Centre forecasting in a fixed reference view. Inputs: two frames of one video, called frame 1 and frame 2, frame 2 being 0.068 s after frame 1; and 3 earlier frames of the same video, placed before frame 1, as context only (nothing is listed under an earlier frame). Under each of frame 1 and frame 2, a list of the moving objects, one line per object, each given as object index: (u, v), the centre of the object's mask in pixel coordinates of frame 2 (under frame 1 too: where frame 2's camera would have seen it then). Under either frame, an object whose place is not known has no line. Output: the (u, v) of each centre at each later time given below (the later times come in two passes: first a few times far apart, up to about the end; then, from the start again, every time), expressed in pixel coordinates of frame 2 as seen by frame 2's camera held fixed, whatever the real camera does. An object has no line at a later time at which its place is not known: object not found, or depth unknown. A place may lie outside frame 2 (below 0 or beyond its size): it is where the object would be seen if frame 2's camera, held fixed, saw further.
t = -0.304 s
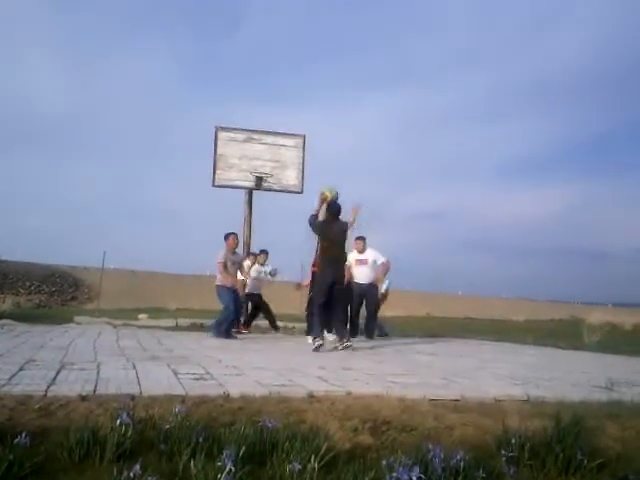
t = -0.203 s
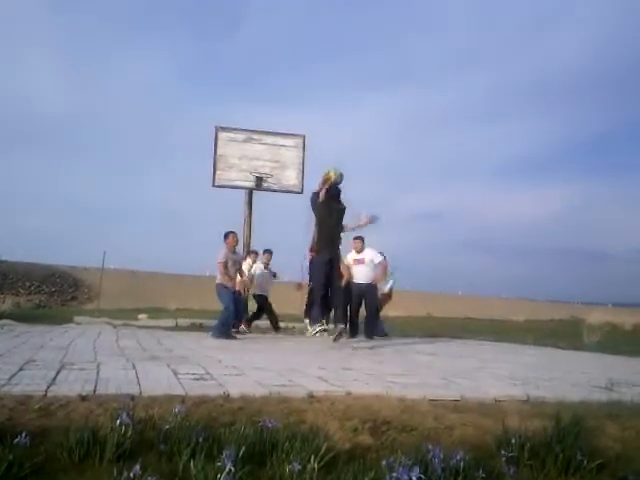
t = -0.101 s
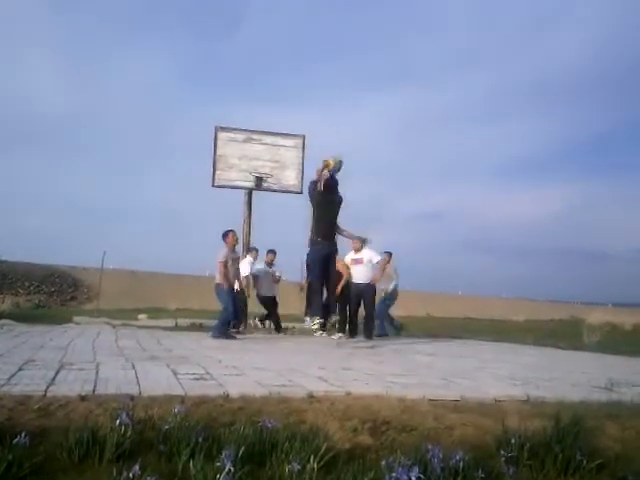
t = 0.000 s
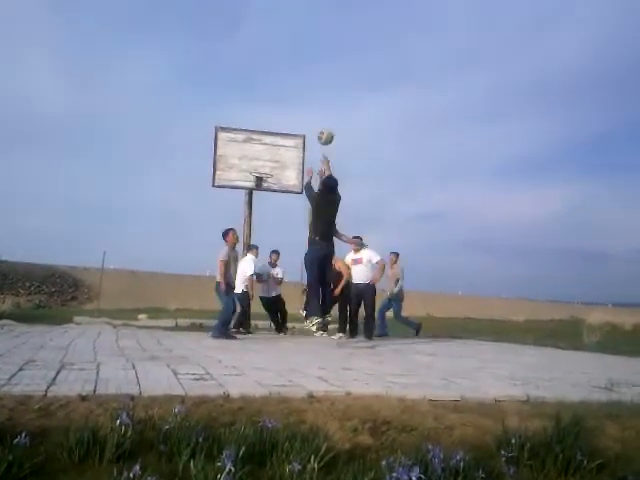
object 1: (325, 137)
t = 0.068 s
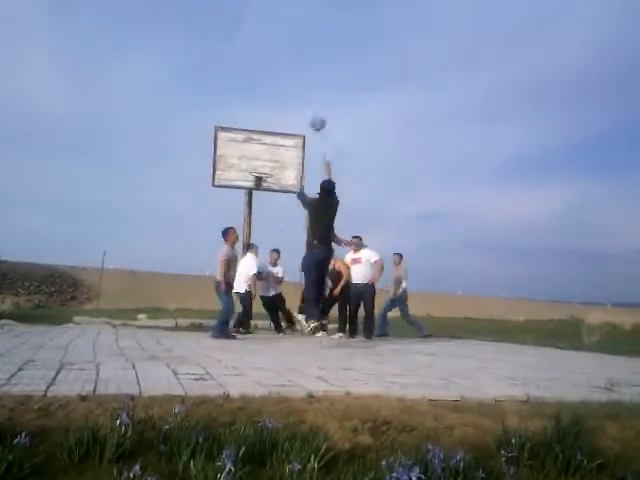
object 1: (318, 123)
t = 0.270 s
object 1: (299, 107)
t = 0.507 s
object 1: (280, 119)
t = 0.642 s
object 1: (272, 138)
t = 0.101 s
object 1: (314, 119)
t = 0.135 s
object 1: (311, 115)
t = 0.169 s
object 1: (307, 111)
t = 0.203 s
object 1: (304, 109)
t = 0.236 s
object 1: (302, 107)
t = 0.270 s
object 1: (299, 107)
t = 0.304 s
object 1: (296, 106)
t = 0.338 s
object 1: (294, 107)
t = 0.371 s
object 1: (291, 107)
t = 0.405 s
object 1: (288, 110)
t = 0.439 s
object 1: (286, 112)
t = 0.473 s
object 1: (283, 115)
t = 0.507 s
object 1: (280, 119)
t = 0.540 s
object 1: (278, 124)
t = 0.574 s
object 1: (276, 127)
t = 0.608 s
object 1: (275, 133)
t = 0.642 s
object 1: (272, 138)
